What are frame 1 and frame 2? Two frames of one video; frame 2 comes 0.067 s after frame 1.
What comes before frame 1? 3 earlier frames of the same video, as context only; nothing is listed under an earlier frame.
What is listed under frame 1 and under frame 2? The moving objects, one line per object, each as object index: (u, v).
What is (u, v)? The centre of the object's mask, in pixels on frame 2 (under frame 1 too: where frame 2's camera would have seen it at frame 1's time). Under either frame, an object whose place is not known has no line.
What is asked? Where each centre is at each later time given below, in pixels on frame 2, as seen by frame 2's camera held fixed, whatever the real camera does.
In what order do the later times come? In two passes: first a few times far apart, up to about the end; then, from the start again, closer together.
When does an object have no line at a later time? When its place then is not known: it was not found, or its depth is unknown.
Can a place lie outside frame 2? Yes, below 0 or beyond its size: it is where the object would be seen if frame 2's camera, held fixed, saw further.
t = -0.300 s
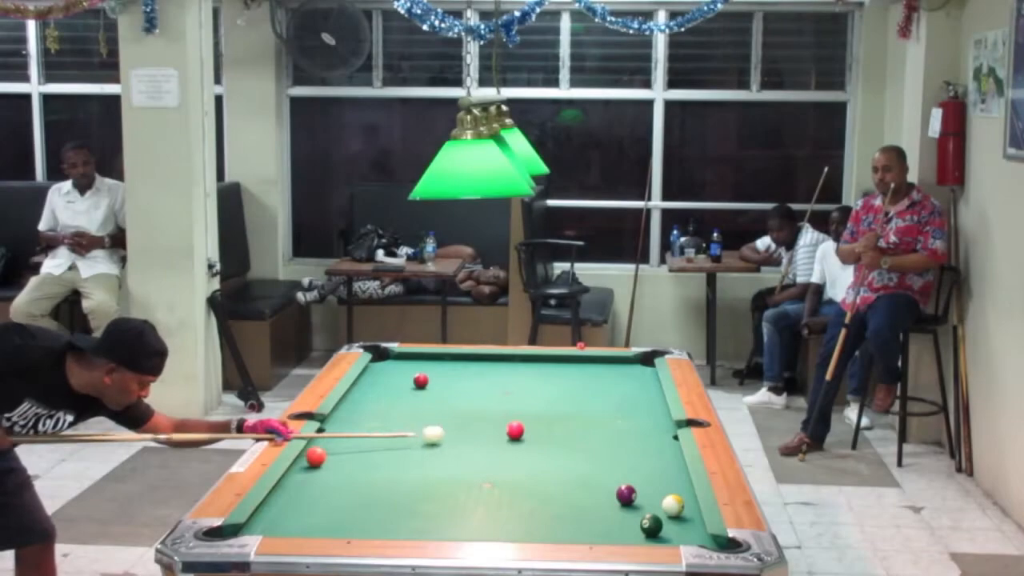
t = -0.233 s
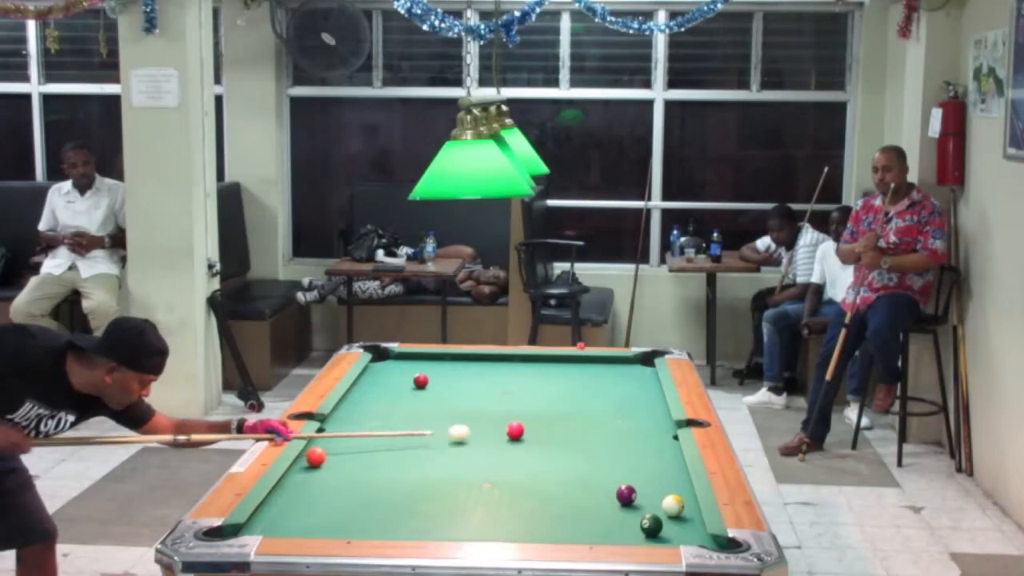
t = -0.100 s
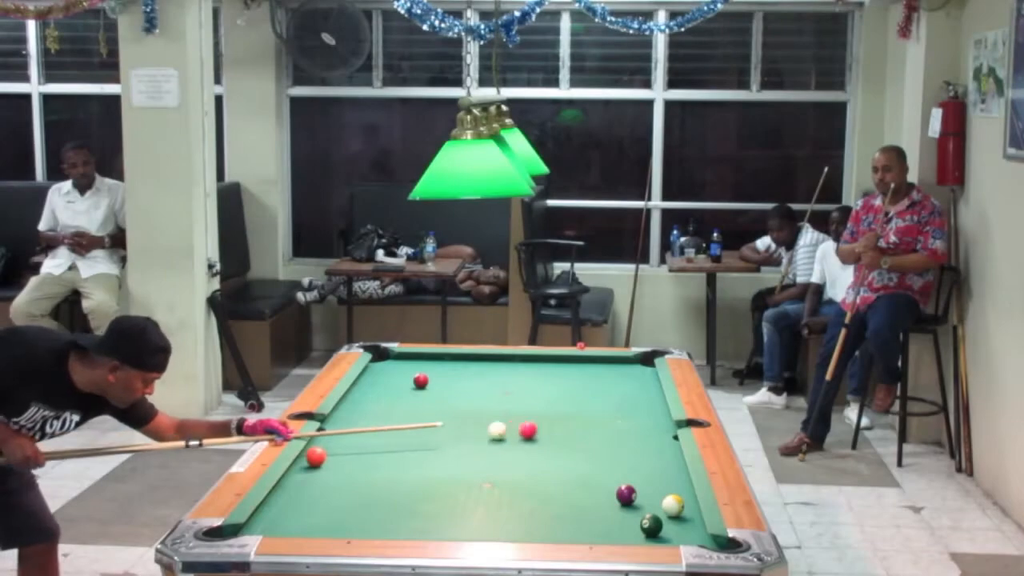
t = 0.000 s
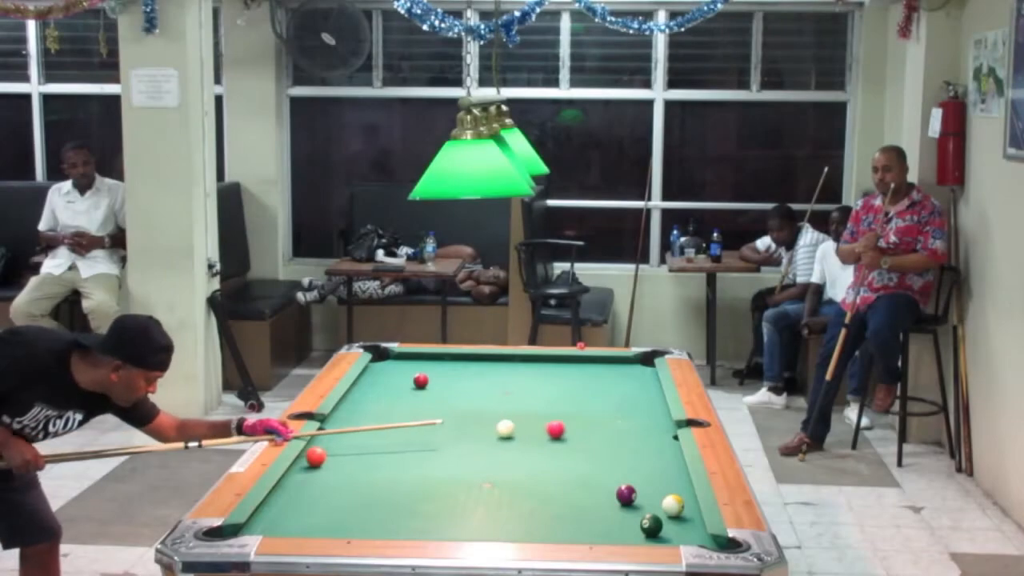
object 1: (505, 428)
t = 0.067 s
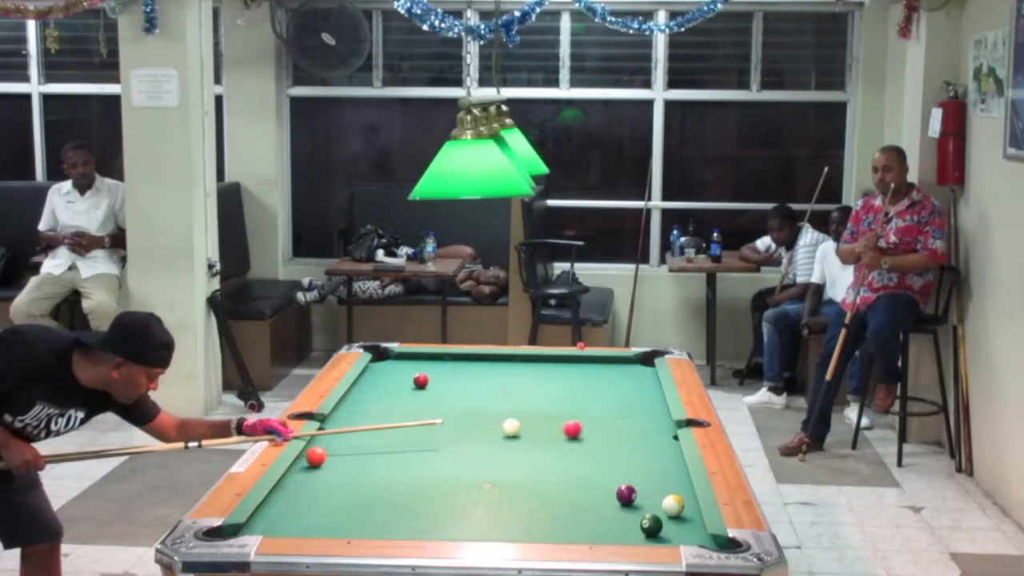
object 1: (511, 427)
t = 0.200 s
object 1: (523, 425)
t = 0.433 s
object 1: (542, 421)
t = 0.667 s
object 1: (560, 418)
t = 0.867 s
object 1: (573, 416)
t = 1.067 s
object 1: (586, 413)
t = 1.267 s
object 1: (597, 411)
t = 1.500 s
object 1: (610, 408)
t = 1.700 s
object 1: (618, 406)
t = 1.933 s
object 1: (628, 404)
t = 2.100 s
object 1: (634, 403)
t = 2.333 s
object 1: (642, 402)
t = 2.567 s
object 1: (649, 400)
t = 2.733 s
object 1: (653, 400)
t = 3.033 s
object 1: (656, 399)
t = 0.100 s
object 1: (514, 427)
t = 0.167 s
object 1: (520, 426)
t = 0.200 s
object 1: (523, 425)
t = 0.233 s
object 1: (526, 424)
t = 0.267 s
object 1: (529, 424)
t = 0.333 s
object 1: (534, 423)
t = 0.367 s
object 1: (537, 422)
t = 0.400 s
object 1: (539, 422)
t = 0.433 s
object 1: (542, 421)
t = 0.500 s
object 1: (547, 420)
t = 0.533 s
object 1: (550, 420)
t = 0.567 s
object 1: (552, 419)
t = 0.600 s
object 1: (555, 419)
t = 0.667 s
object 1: (560, 418)
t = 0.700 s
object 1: (562, 418)
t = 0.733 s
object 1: (564, 417)
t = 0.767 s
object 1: (567, 417)
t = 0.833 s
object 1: (571, 416)
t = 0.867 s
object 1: (573, 416)
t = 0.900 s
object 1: (575, 415)
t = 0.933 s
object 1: (577, 414)
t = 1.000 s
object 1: (582, 414)
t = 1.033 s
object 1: (584, 413)
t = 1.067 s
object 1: (586, 413)
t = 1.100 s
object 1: (588, 413)
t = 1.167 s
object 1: (592, 412)
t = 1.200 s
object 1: (593, 411)
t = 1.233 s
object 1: (595, 411)
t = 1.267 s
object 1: (597, 411)
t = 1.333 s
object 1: (601, 410)
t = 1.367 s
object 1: (603, 410)
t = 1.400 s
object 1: (604, 409)
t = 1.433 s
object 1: (606, 409)
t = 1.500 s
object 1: (610, 408)
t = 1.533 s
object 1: (611, 408)
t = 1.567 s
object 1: (612, 407)
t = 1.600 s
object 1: (614, 407)
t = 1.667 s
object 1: (617, 406)
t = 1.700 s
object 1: (618, 406)
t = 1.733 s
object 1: (620, 406)
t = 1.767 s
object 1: (622, 406)
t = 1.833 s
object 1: (624, 405)
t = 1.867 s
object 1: (626, 405)
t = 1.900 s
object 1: (627, 405)
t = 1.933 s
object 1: (628, 404)
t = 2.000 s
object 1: (631, 404)
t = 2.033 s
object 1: (632, 403)
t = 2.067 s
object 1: (633, 403)
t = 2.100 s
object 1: (634, 403)
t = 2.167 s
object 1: (637, 403)
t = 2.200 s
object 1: (638, 402)
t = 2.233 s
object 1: (639, 402)
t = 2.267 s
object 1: (640, 402)
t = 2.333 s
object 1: (642, 402)
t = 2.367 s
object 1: (643, 402)
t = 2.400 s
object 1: (644, 401)
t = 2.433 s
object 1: (645, 401)
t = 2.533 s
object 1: (648, 400)
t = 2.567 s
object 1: (649, 400)
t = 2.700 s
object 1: (652, 400)
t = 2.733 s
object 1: (653, 400)
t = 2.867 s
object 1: (656, 399)
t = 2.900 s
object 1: (656, 399)
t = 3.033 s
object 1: (656, 399)
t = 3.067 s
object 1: (656, 399)
